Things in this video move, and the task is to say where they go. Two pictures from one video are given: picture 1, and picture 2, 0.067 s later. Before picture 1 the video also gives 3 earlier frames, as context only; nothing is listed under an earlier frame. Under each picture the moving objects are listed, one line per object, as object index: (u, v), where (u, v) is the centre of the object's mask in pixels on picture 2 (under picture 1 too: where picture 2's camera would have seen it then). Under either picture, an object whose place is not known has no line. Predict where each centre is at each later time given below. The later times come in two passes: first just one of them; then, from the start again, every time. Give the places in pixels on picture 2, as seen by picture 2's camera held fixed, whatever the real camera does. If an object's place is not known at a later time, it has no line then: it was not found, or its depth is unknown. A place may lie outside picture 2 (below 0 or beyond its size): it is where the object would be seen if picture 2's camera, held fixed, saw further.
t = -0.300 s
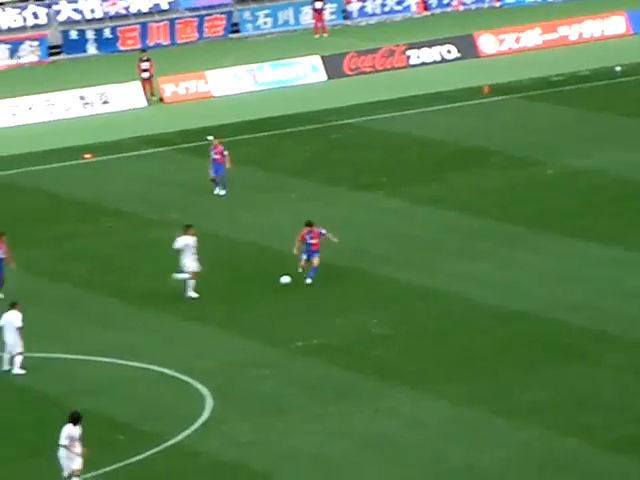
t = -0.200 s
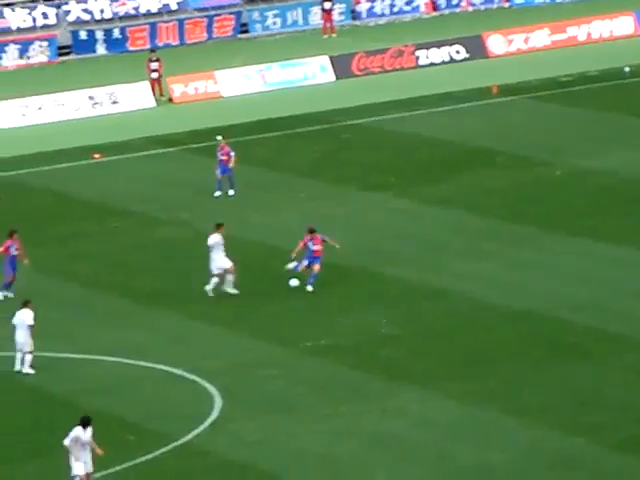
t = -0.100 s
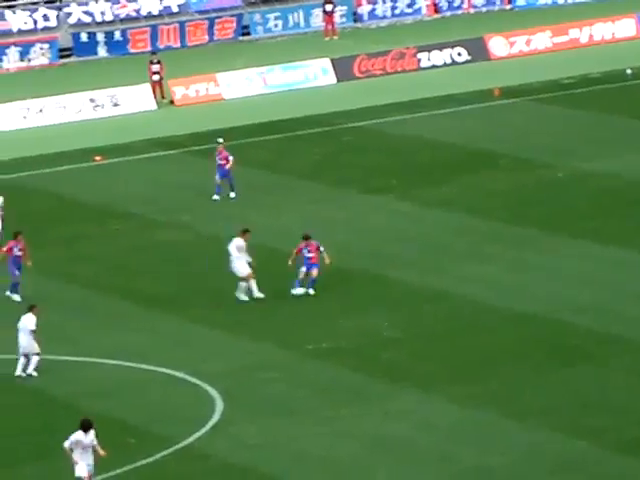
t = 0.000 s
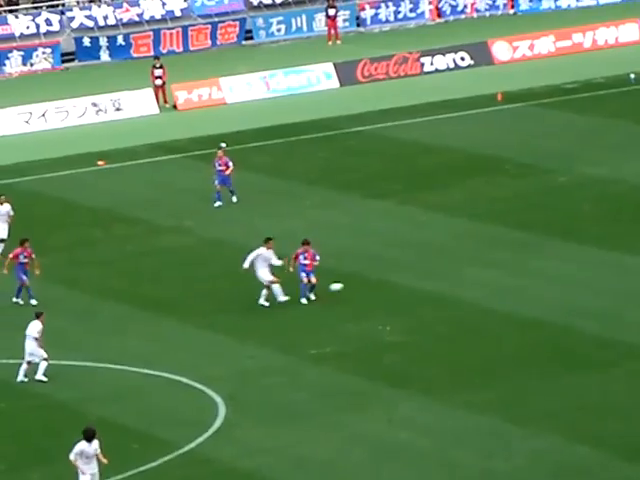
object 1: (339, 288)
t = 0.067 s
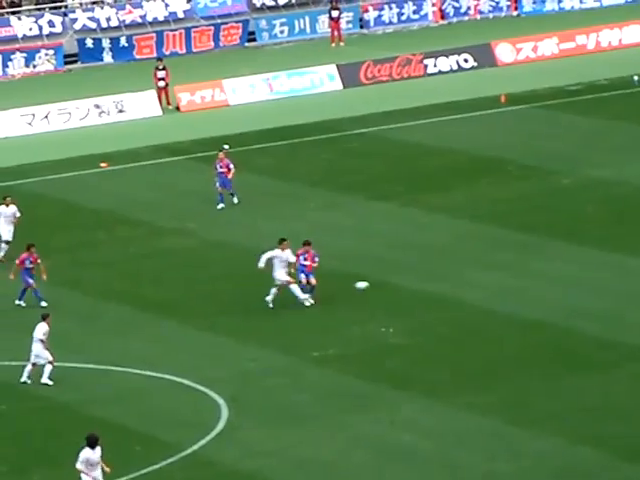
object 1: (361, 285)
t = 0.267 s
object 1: (430, 285)
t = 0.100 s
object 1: (372, 283)
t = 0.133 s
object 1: (384, 283)
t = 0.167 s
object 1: (396, 283)
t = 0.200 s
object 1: (407, 283)
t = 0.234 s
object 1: (418, 284)
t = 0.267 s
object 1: (430, 285)
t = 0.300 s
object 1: (442, 287)
